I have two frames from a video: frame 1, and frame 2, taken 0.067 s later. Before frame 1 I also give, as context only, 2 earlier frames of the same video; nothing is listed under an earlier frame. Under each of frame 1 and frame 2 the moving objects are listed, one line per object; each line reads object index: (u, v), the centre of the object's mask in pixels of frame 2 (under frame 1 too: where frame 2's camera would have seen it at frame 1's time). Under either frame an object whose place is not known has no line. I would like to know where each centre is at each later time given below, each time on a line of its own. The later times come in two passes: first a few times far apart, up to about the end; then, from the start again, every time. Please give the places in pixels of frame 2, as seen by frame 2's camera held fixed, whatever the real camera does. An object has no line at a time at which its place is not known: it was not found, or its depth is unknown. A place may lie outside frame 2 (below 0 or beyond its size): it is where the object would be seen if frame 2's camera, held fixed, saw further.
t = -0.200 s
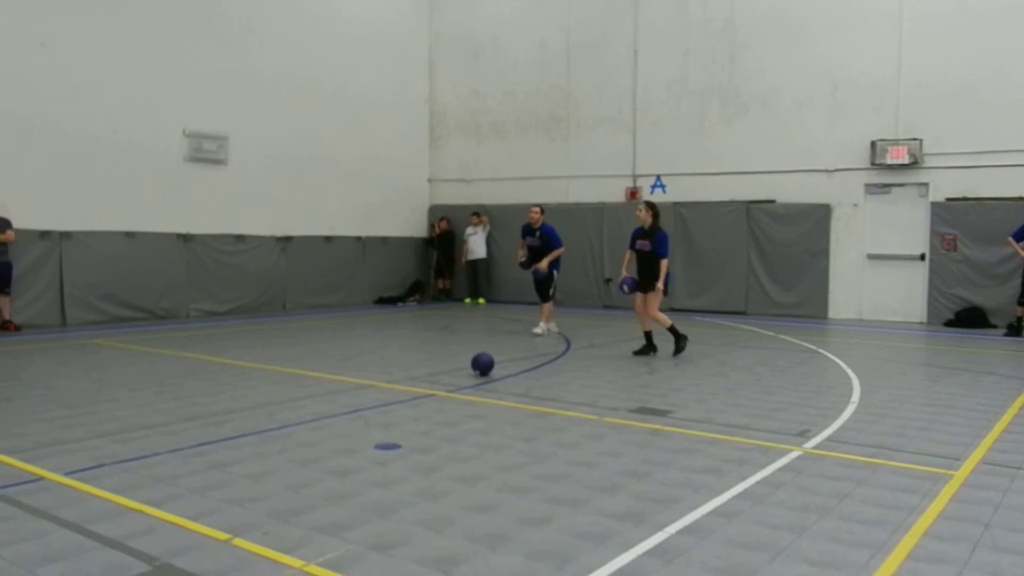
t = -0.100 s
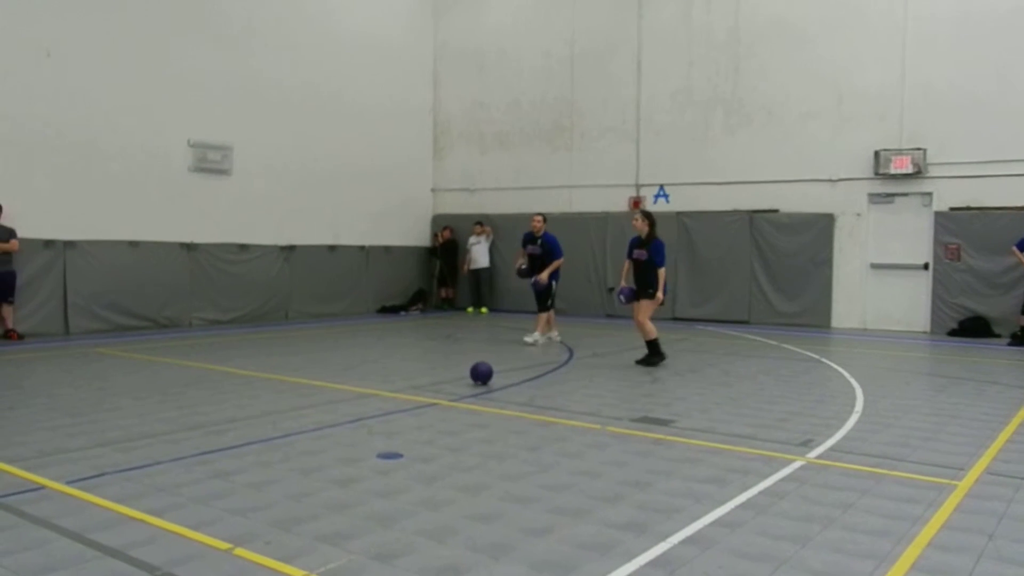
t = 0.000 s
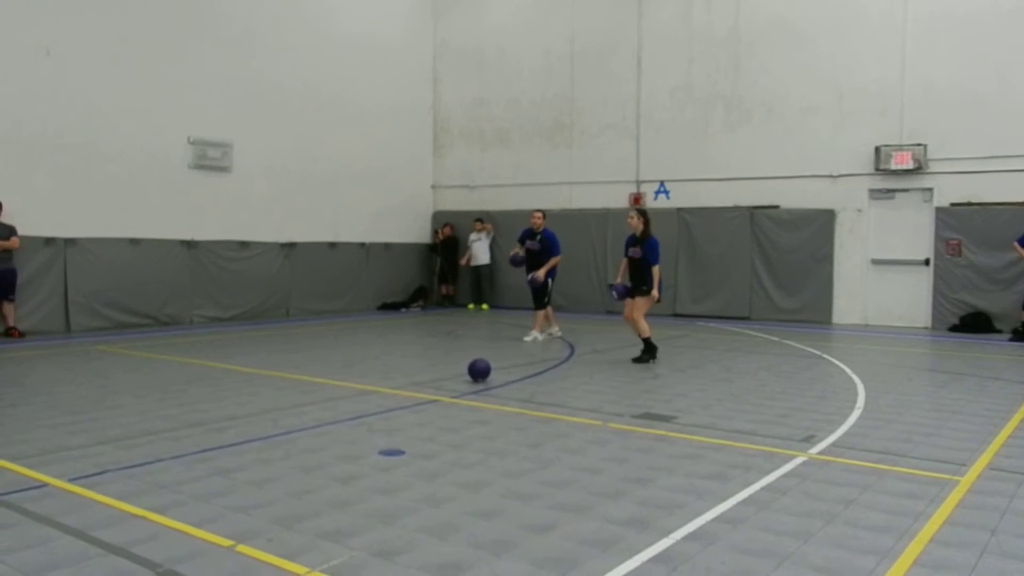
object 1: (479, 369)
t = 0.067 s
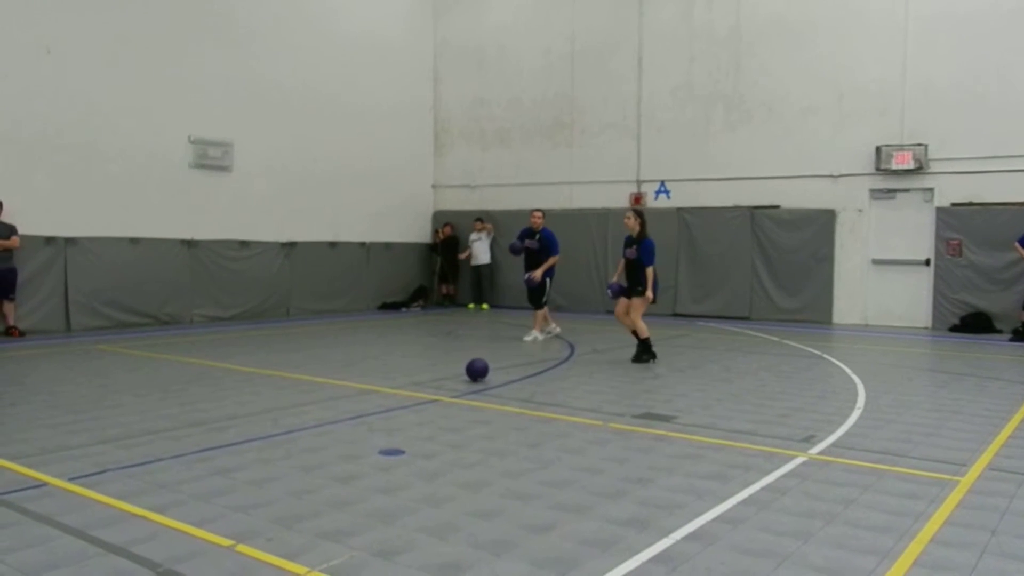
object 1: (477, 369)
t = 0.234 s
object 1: (472, 369)
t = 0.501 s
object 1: (465, 370)
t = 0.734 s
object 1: (459, 370)
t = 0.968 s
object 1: (455, 370)
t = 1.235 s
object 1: (449, 370)
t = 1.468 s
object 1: (444, 371)
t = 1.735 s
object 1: (439, 371)
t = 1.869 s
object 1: (436, 371)
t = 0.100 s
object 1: (476, 369)
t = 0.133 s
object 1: (475, 369)
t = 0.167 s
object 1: (474, 369)
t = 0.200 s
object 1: (473, 369)
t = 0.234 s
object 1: (472, 369)
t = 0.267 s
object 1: (471, 369)
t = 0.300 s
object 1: (470, 369)
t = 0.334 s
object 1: (469, 370)
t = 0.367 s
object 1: (468, 370)
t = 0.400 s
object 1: (467, 370)
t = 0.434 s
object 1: (466, 370)
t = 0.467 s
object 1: (465, 370)
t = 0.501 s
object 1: (465, 370)
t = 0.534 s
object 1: (464, 370)
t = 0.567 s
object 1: (463, 370)
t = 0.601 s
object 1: (462, 370)
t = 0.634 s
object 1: (461, 370)
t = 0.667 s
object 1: (461, 370)
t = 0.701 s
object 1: (460, 370)
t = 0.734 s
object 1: (459, 370)
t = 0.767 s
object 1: (458, 370)
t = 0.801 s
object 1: (458, 370)
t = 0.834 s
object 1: (457, 370)
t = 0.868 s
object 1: (456, 370)
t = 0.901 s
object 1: (456, 370)
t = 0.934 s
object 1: (455, 370)
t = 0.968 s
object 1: (455, 370)
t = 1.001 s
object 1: (454, 370)
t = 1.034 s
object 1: (453, 370)
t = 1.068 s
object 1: (452, 370)
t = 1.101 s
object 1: (452, 370)
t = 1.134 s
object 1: (451, 370)
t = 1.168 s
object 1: (450, 370)
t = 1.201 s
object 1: (450, 370)
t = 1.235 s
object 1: (449, 370)
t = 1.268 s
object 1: (448, 370)
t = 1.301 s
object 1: (448, 370)
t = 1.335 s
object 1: (447, 370)
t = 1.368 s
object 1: (446, 370)
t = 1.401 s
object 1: (445, 370)
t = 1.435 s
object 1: (445, 371)
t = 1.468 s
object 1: (444, 371)
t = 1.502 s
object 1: (443, 371)
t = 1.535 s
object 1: (442, 371)
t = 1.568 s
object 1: (442, 371)
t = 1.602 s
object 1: (441, 371)
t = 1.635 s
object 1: (441, 371)
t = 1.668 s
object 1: (440, 371)
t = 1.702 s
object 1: (440, 371)
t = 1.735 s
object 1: (439, 371)
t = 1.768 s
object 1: (438, 371)
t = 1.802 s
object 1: (437, 371)
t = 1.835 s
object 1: (437, 371)
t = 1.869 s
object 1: (436, 371)
